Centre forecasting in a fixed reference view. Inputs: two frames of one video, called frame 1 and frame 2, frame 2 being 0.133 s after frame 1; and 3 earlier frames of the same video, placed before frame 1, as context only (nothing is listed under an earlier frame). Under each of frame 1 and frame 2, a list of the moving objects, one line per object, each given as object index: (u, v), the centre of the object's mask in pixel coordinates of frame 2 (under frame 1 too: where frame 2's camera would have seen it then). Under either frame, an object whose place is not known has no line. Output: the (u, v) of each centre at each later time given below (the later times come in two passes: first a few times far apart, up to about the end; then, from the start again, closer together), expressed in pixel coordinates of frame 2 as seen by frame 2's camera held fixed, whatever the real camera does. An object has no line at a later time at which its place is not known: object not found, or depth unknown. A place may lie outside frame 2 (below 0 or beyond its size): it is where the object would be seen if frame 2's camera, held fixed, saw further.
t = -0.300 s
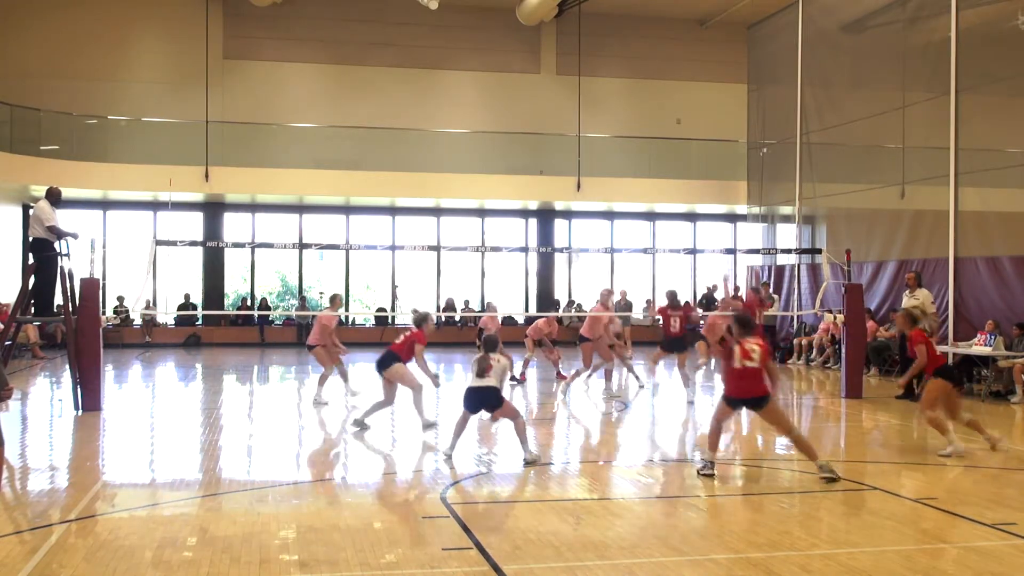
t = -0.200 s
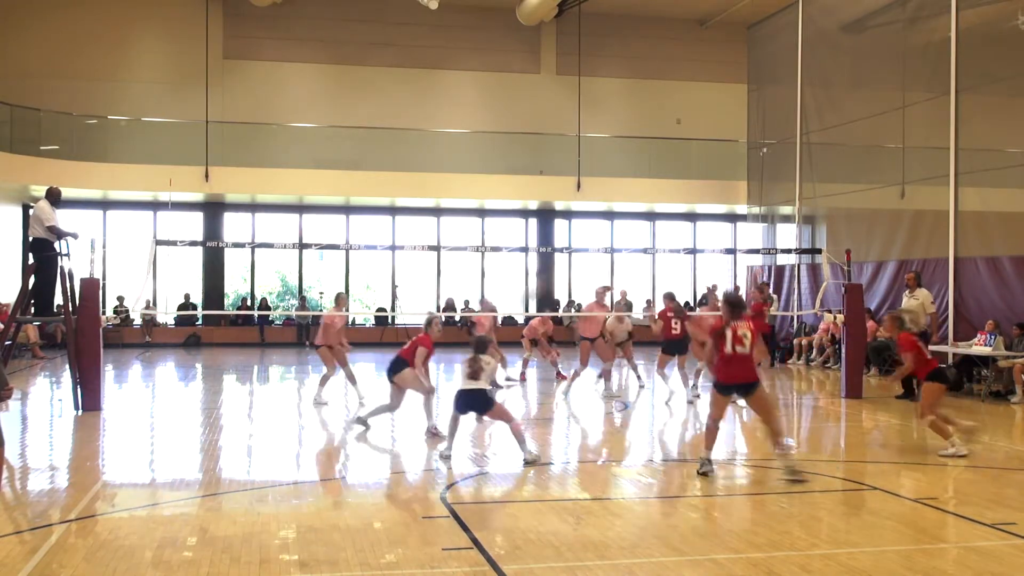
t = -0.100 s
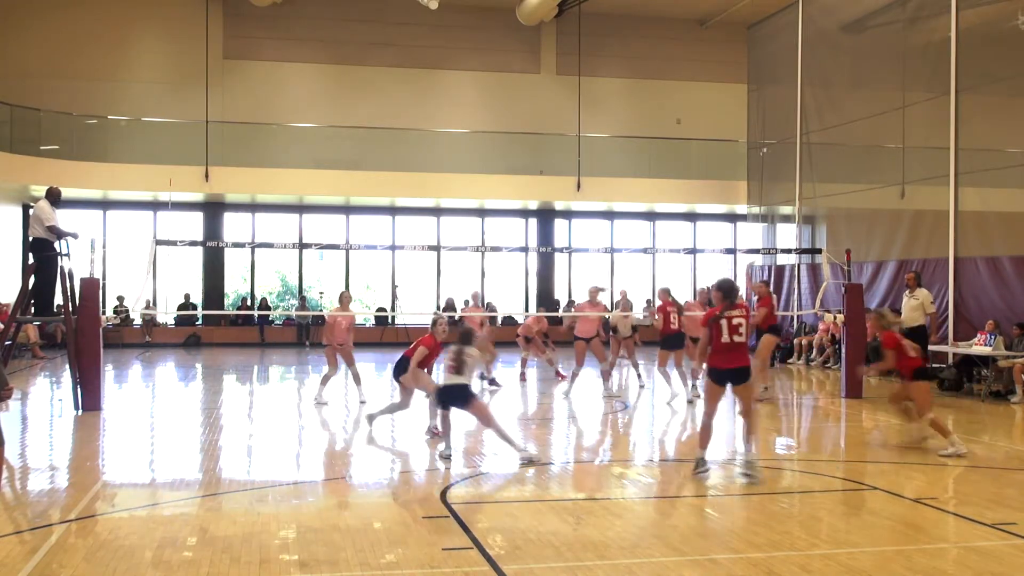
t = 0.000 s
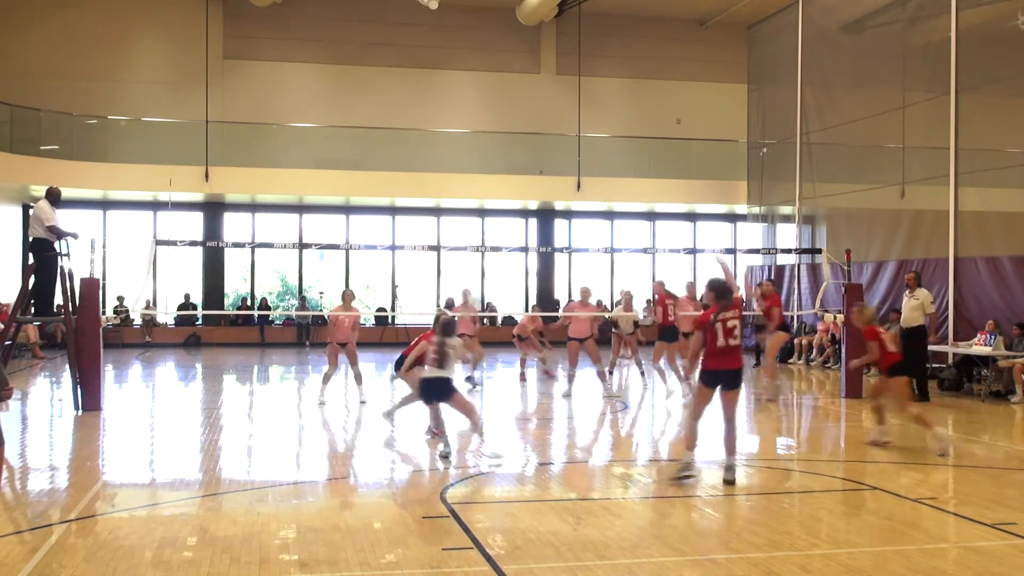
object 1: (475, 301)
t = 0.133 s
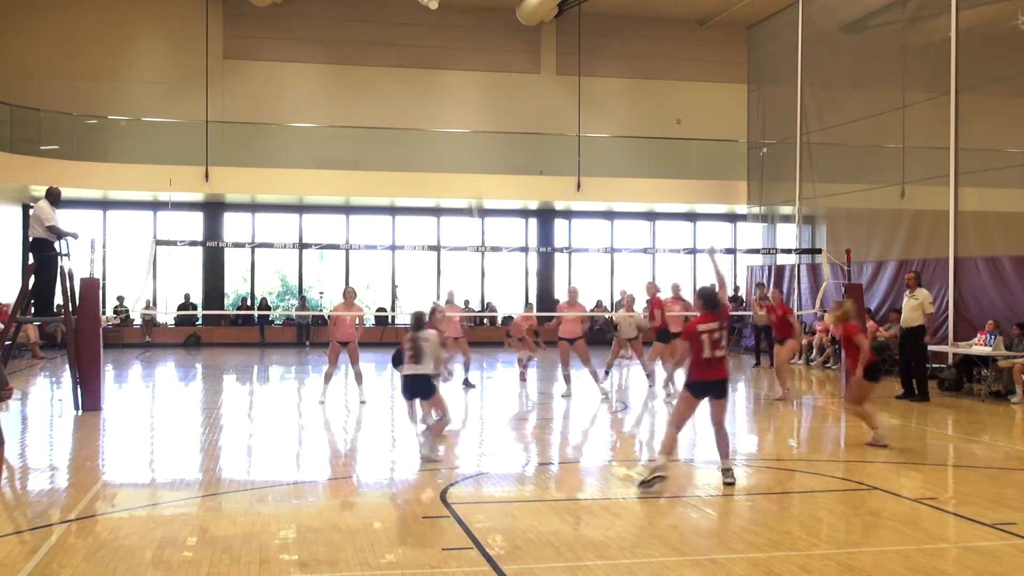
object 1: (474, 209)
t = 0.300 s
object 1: (478, 129)
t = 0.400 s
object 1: (479, 94)
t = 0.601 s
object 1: (482, 52)
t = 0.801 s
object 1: (484, 46)
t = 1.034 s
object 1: (486, 84)
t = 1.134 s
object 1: (487, 113)
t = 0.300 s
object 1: (478, 129)
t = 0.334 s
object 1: (478, 116)
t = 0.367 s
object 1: (479, 102)
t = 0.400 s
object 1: (479, 94)
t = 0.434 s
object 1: (480, 85)
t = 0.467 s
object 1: (480, 74)
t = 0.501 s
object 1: (480, 67)
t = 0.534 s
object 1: (481, 60)
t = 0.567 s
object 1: (482, 55)
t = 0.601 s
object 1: (482, 52)
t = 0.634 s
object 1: (482, 48)
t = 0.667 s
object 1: (483, 45)
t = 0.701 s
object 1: (483, 44)
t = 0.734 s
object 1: (483, 44)
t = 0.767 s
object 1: (484, 45)
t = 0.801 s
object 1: (484, 46)
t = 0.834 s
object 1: (485, 48)
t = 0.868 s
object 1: (486, 51)
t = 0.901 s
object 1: (486, 55)
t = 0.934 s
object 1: (486, 60)
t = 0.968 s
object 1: (486, 68)
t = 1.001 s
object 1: (487, 74)
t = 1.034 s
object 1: (486, 84)
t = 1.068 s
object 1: (486, 93)
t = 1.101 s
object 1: (486, 103)
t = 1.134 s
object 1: (487, 113)
